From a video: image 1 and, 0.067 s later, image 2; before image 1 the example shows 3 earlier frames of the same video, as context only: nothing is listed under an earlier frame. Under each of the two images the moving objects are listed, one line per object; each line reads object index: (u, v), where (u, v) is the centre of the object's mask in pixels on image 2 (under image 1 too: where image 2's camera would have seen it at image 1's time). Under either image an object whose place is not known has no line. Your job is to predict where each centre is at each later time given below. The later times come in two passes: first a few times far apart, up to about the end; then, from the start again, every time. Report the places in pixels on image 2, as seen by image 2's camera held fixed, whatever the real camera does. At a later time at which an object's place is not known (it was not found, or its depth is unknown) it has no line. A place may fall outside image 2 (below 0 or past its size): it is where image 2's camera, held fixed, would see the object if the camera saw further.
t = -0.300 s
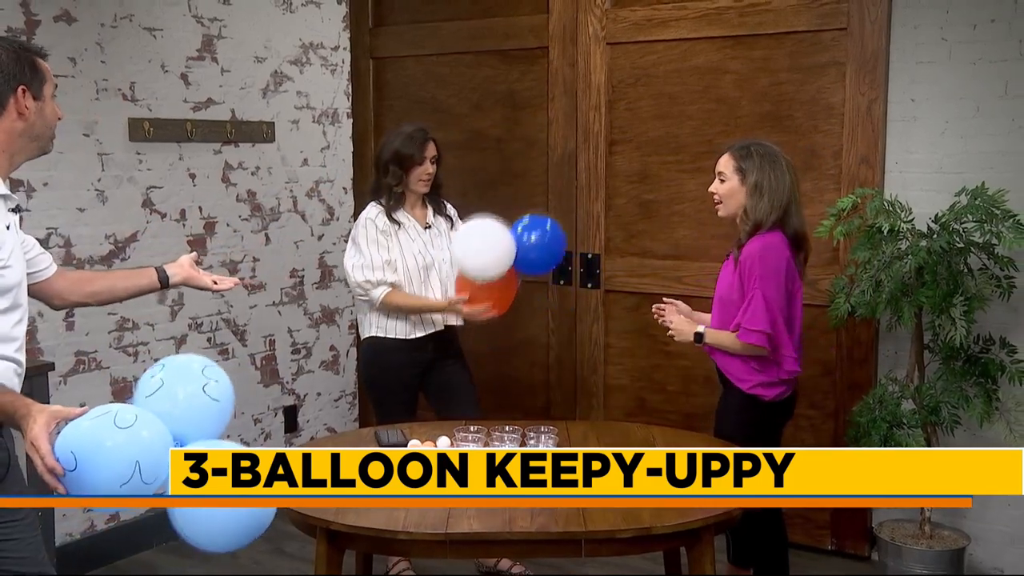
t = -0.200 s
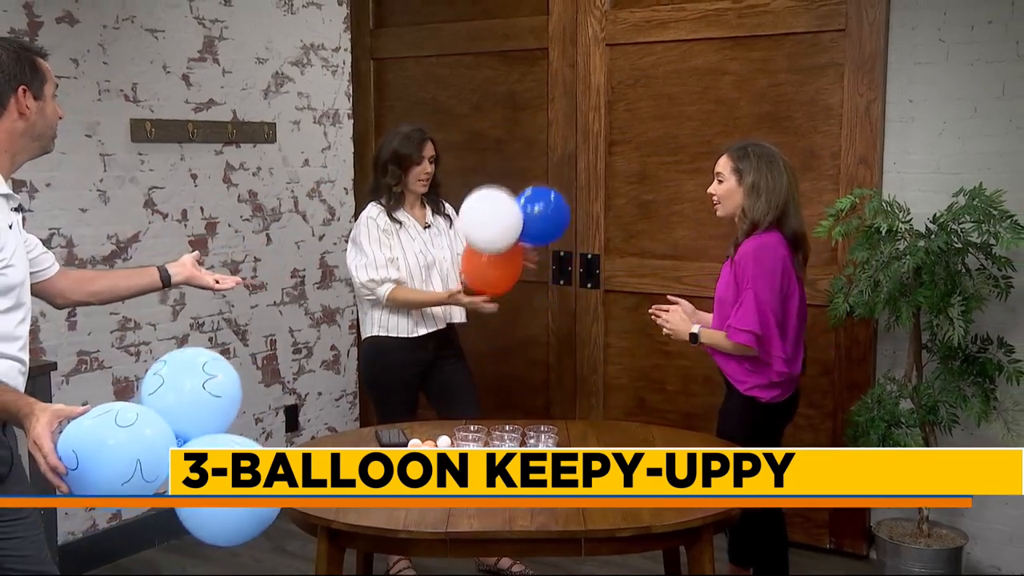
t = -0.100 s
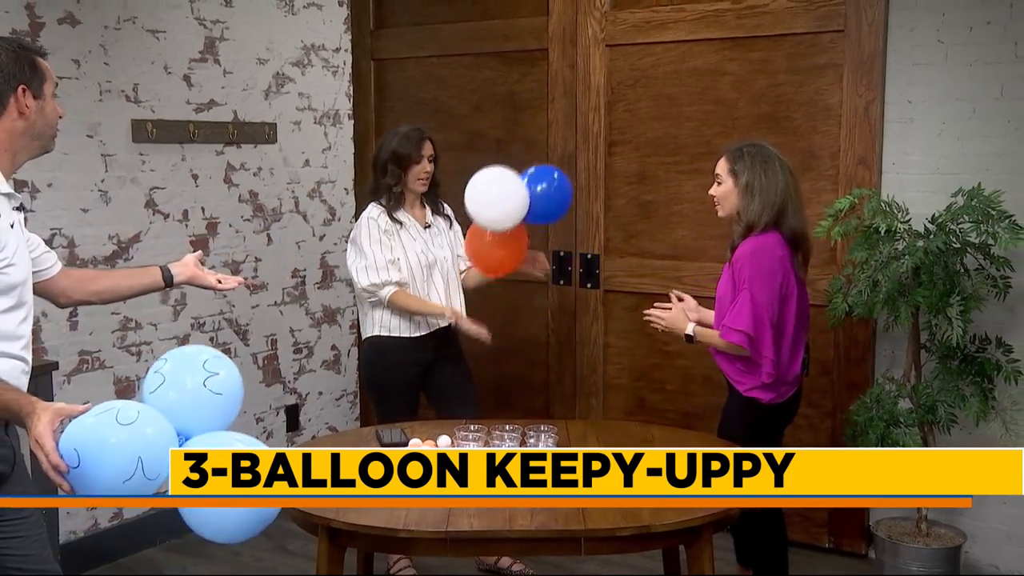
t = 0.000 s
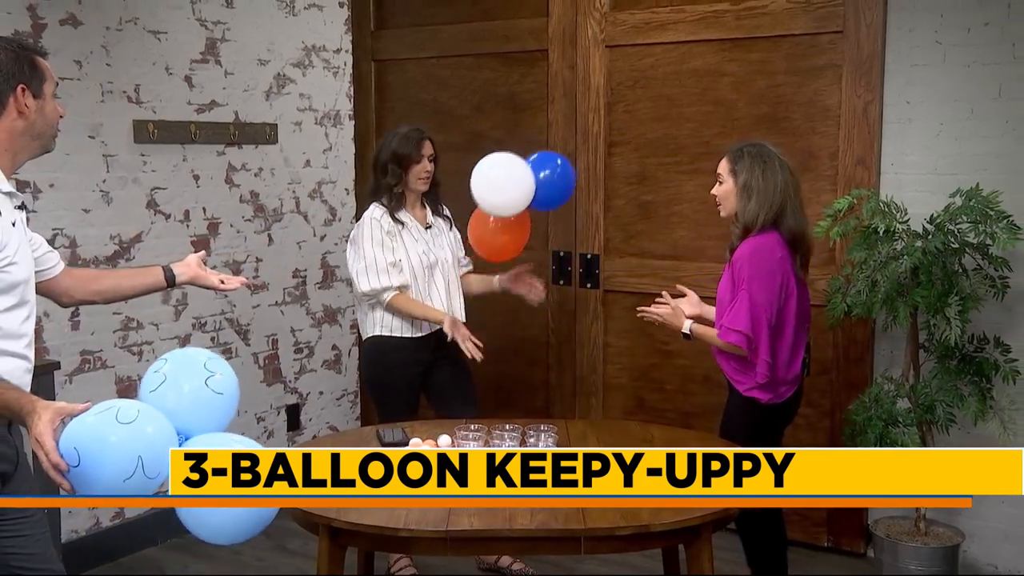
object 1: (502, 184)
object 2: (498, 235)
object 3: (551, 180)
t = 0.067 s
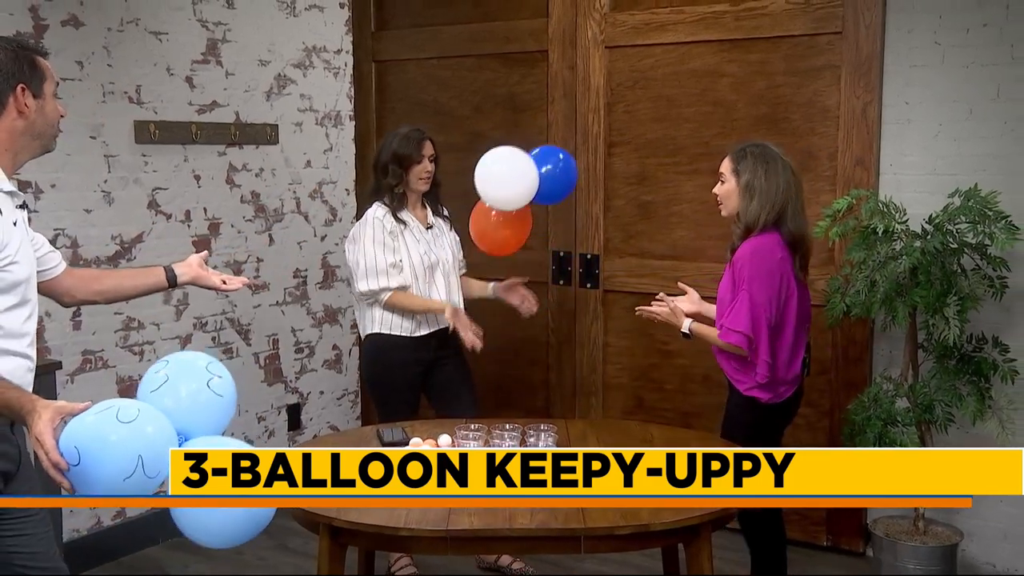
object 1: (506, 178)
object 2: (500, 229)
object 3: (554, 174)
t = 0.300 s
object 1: (518, 176)
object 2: (500, 223)
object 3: (562, 172)
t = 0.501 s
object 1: (526, 196)
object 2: (495, 234)
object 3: (567, 192)
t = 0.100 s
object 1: (508, 176)
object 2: (500, 226)
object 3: (555, 172)
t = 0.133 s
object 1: (510, 174)
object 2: (500, 224)
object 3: (557, 170)
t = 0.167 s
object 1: (512, 174)
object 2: (500, 223)
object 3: (558, 170)
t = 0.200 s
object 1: (513, 173)
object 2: (500, 222)
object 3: (559, 169)
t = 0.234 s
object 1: (515, 173)
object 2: (500, 222)
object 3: (560, 170)
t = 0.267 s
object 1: (517, 175)
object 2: (500, 222)
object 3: (562, 171)
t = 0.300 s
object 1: (518, 176)
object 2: (500, 223)
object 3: (562, 172)
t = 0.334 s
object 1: (520, 178)
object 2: (499, 224)
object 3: (563, 174)
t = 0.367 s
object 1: (521, 180)
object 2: (499, 225)
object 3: (564, 177)
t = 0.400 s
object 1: (523, 183)
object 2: (498, 227)
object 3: (565, 180)
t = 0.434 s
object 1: (524, 187)
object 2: (497, 229)
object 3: (566, 183)
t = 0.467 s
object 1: (525, 191)
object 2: (496, 232)
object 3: (567, 188)
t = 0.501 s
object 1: (526, 196)
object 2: (495, 234)
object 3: (567, 192)
